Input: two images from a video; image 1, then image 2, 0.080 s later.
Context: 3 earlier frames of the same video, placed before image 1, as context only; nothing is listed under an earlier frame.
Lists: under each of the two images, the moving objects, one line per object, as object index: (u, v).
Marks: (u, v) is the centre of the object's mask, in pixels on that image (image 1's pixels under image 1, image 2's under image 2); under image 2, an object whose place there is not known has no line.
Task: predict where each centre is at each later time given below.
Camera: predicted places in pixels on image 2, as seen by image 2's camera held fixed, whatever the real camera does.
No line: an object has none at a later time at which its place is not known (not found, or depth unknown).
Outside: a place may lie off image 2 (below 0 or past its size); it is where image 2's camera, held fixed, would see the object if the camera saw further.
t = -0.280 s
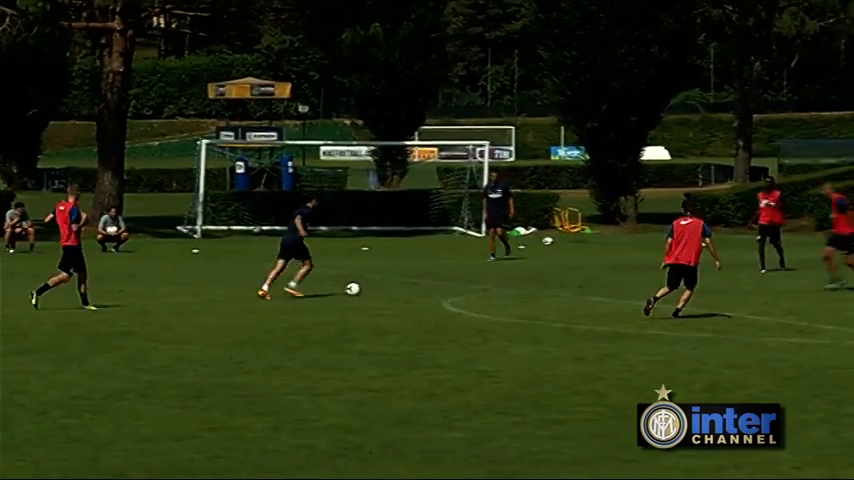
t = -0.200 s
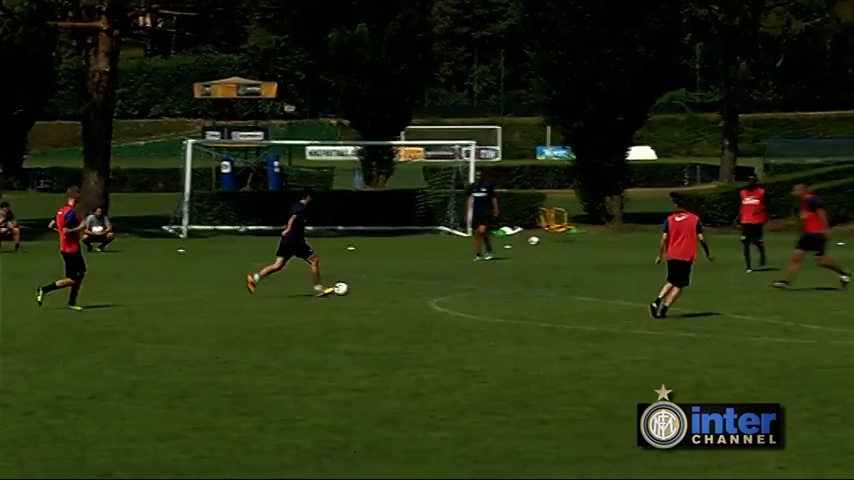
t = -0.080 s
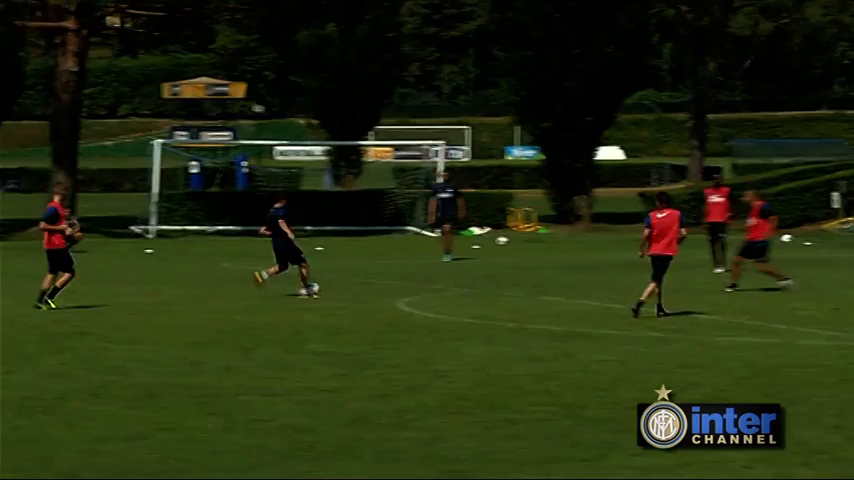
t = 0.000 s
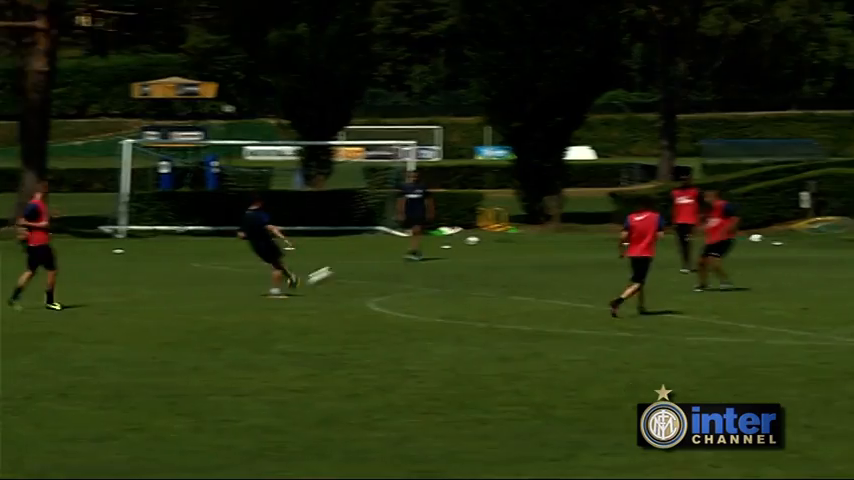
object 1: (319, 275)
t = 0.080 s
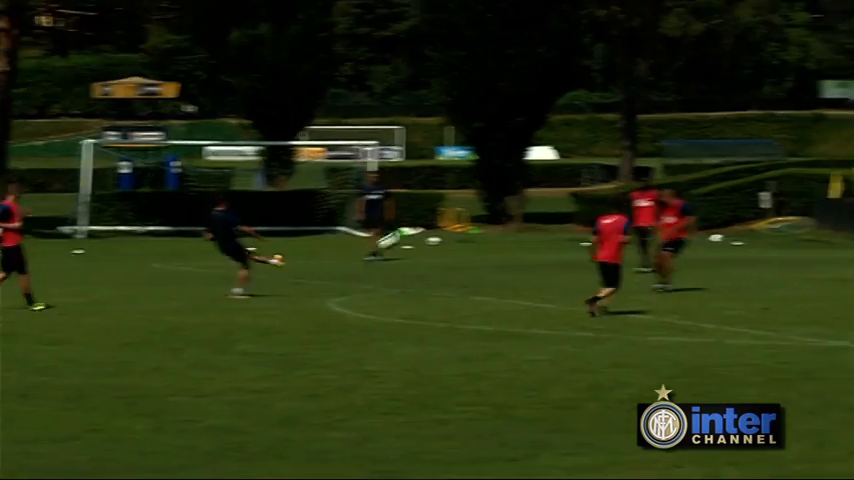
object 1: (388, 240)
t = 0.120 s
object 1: (433, 225)
